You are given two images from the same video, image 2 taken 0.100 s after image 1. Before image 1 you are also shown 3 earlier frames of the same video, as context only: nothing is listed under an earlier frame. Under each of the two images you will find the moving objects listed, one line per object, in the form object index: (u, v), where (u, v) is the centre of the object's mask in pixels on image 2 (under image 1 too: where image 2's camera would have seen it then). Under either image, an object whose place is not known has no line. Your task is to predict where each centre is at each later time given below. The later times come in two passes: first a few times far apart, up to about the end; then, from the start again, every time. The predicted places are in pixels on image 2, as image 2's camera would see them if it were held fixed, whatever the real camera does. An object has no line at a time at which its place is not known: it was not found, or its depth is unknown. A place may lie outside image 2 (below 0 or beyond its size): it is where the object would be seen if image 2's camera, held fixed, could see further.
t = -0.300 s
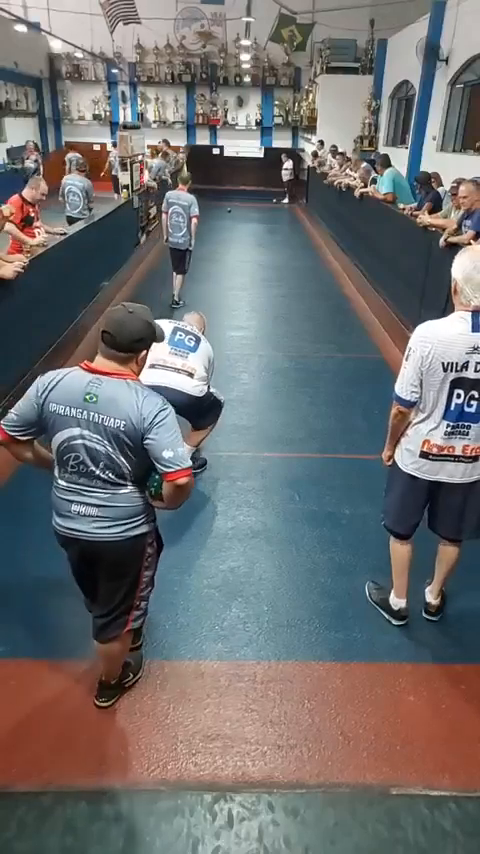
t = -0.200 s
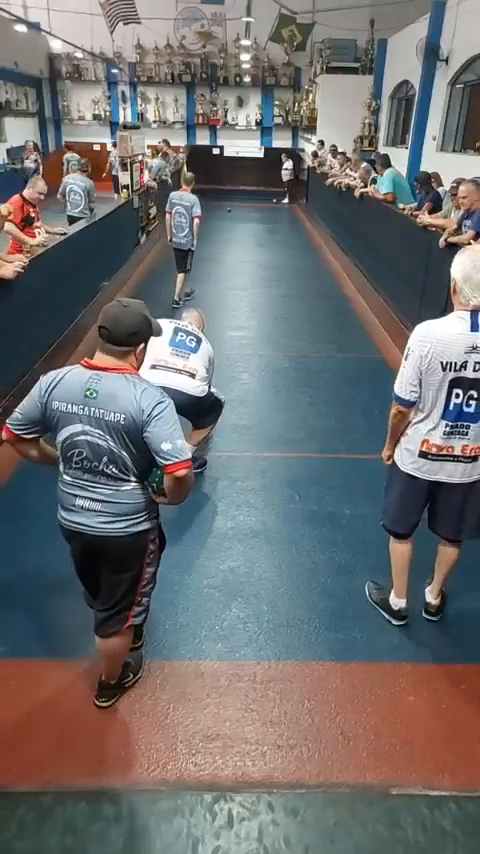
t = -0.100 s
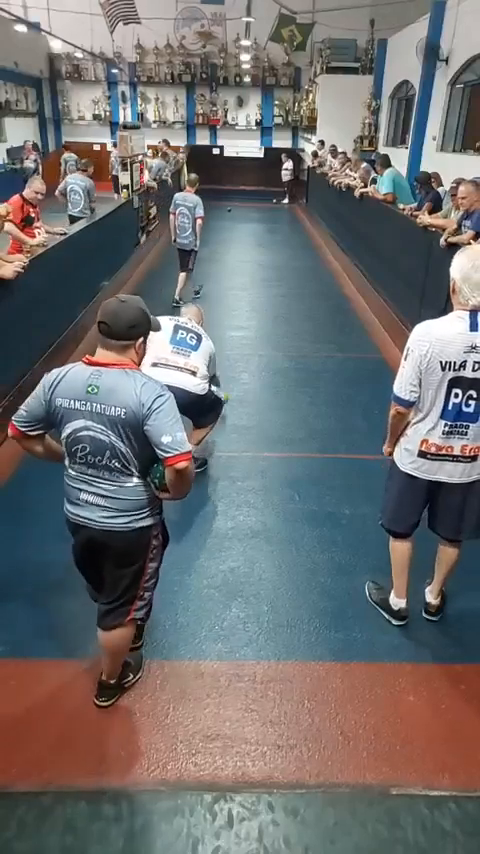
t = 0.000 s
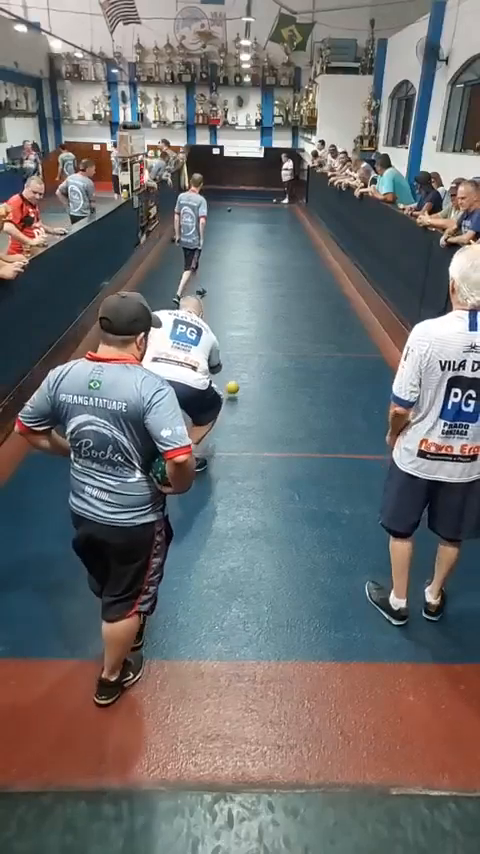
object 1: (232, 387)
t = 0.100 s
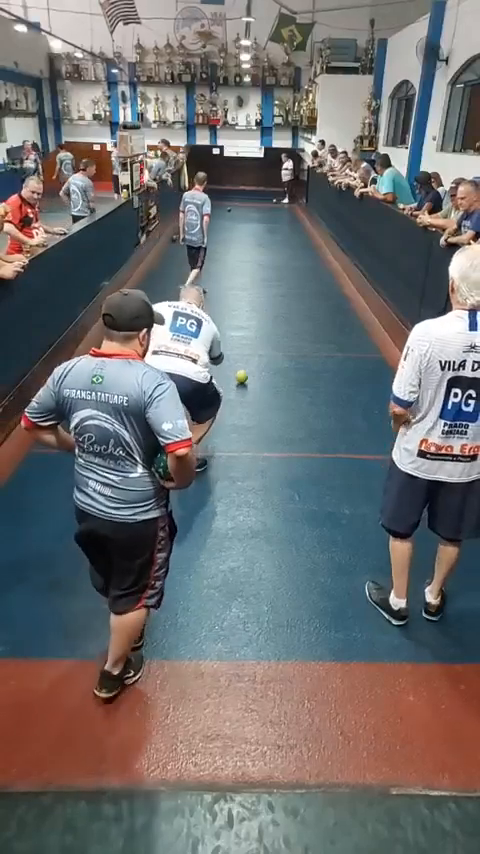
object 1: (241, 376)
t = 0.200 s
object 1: (249, 366)
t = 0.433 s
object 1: (263, 345)
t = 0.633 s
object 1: (273, 332)
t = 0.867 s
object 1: (282, 319)
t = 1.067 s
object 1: (289, 308)
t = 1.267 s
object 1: (296, 299)
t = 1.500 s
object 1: (301, 290)
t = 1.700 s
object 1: (306, 283)
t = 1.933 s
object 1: (311, 276)
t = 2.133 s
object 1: (315, 270)
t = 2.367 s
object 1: (318, 264)
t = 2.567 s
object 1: (322, 260)
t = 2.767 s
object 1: (324, 255)
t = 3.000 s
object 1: (326, 251)
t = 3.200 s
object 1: (324, 247)
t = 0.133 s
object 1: (244, 372)
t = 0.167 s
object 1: (246, 369)
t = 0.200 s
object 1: (249, 366)
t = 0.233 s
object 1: (251, 363)
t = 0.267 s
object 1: (253, 359)
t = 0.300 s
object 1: (256, 357)
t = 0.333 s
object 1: (258, 354)
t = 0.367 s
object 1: (259, 351)
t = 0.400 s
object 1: (261, 348)
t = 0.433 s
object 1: (263, 345)
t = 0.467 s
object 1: (265, 343)
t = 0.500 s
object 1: (266, 341)
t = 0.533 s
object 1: (268, 339)
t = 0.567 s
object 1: (269, 336)
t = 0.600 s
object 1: (271, 334)
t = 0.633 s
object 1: (273, 332)
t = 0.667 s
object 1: (274, 330)
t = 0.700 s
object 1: (276, 328)
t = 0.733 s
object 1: (277, 326)
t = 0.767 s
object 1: (279, 323)
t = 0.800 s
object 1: (280, 322)
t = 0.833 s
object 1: (281, 320)
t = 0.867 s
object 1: (282, 319)
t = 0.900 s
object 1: (283, 317)
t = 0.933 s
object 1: (285, 315)
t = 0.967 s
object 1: (286, 313)
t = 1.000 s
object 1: (287, 311)
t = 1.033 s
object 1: (288, 310)
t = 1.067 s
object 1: (289, 308)
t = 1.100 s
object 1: (291, 307)
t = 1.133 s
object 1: (292, 305)
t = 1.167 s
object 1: (293, 304)
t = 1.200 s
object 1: (294, 302)
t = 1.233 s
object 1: (294, 301)
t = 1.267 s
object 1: (296, 299)
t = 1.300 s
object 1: (296, 298)
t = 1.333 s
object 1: (297, 297)
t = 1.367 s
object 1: (298, 296)
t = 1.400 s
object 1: (299, 294)
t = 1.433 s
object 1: (300, 293)
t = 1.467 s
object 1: (301, 292)
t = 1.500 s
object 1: (301, 290)
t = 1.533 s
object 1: (302, 289)
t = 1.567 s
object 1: (303, 288)
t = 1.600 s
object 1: (304, 287)
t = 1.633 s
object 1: (305, 286)
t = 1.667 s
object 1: (306, 284)
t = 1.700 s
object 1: (306, 283)
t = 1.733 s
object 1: (307, 283)
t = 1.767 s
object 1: (308, 281)
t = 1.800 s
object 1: (308, 280)
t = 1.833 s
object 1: (309, 279)
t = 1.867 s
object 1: (310, 278)
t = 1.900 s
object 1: (310, 277)
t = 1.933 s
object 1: (311, 276)
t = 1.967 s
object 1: (312, 275)
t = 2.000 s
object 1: (312, 274)
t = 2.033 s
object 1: (313, 273)
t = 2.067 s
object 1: (313, 272)
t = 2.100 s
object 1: (314, 271)
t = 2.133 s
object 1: (315, 270)
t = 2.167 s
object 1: (315, 269)
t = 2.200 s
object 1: (315, 268)
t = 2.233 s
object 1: (316, 268)
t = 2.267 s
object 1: (316, 267)
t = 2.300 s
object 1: (317, 266)
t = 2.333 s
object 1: (317, 265)
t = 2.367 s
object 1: (318, 264)
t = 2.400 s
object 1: (319, 264)
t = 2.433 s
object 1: (319, 263)
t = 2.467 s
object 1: (320, 263)
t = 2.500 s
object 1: (320, 262)
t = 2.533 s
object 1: (321, 261)
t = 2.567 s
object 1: (322, 260)
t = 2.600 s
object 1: (322, 259)
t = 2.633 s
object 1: (322, 259)
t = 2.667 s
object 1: (322, 258)
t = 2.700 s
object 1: (323, 257)
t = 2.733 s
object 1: (323, 256)
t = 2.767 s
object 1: (324, 255)
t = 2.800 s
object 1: (324, 254)
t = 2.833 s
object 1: (324, 254)
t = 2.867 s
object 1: (324, 253)
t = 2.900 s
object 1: (325, 253)
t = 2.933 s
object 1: (325, 252)
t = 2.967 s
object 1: (325, 252)
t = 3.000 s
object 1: (326, 251)
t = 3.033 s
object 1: (327, 250)
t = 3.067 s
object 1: (326, 250)
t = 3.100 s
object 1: (326, 249)
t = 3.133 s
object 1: (325, 249)
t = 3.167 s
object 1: (325, 248)
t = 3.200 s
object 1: (324, 247)
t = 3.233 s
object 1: (324, 247)
